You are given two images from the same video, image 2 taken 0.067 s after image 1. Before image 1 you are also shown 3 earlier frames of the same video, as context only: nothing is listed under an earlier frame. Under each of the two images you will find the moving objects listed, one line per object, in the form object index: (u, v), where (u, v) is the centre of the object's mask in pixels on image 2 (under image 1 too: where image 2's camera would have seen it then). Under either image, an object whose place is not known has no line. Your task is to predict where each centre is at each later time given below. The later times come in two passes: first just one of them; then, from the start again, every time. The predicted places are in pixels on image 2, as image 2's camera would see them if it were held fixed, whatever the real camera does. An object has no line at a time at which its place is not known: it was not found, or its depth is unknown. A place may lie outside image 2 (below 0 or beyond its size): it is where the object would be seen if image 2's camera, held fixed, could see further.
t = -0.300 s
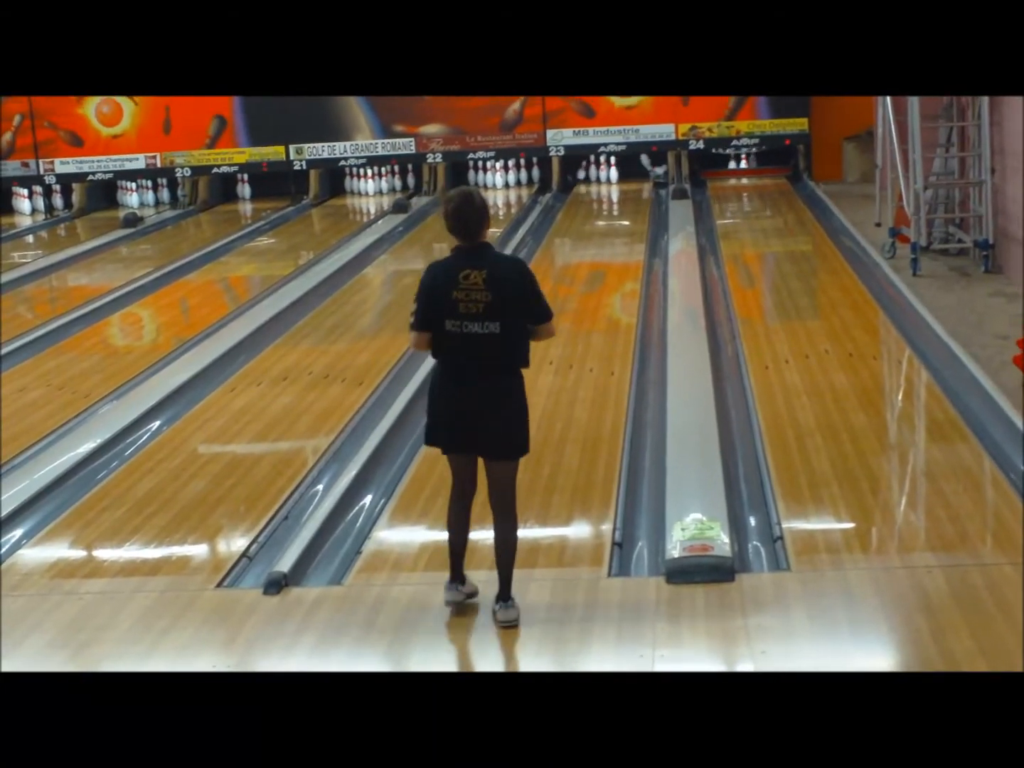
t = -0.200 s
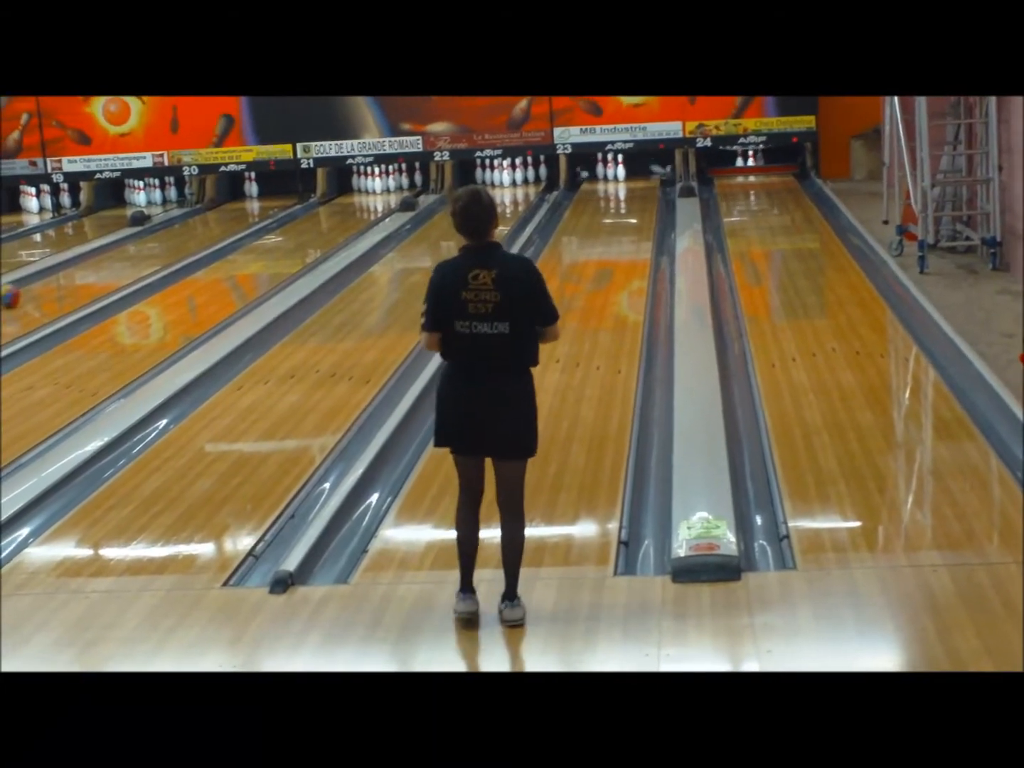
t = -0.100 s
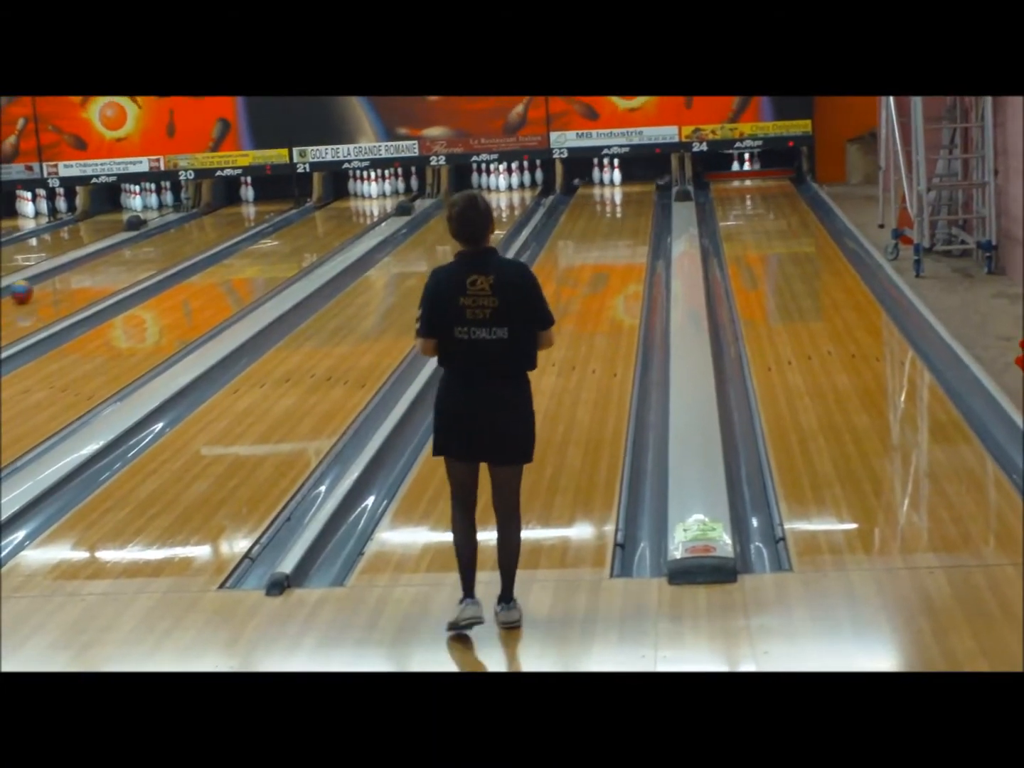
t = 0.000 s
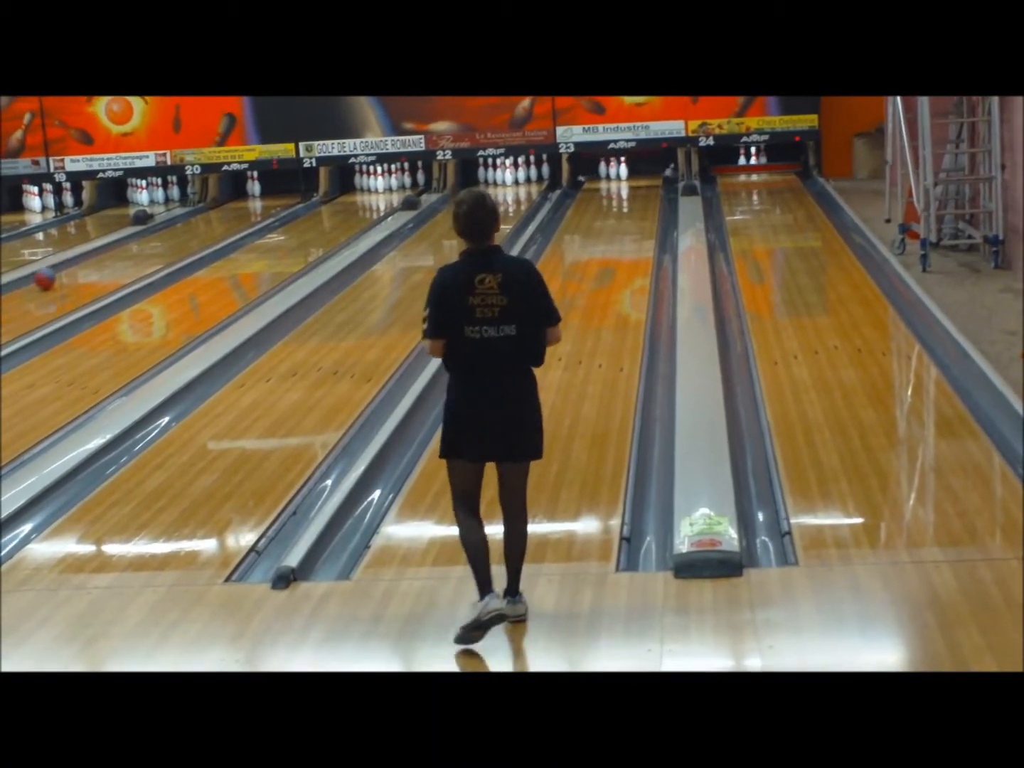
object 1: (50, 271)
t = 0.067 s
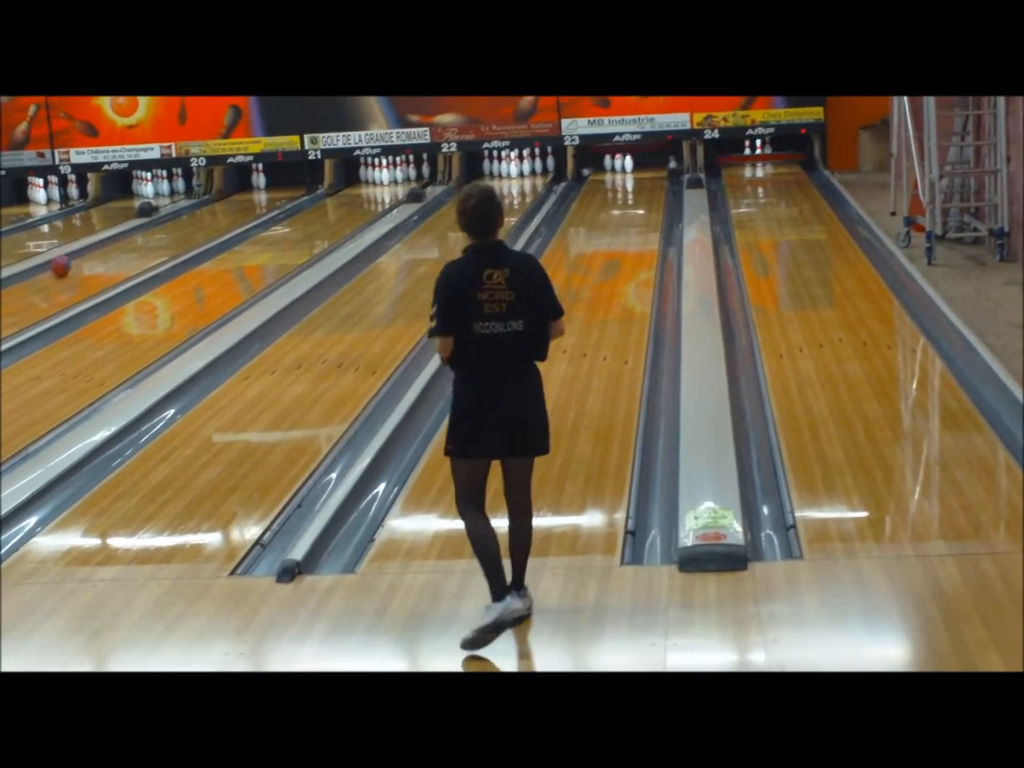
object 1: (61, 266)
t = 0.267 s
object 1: (89, 253)
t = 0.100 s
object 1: (65, 264)
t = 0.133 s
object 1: (70, 262)
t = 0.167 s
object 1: (75, 260)
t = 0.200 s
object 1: (80, 257)
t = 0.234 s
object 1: (85, 255)
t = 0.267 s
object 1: (89, 253)
